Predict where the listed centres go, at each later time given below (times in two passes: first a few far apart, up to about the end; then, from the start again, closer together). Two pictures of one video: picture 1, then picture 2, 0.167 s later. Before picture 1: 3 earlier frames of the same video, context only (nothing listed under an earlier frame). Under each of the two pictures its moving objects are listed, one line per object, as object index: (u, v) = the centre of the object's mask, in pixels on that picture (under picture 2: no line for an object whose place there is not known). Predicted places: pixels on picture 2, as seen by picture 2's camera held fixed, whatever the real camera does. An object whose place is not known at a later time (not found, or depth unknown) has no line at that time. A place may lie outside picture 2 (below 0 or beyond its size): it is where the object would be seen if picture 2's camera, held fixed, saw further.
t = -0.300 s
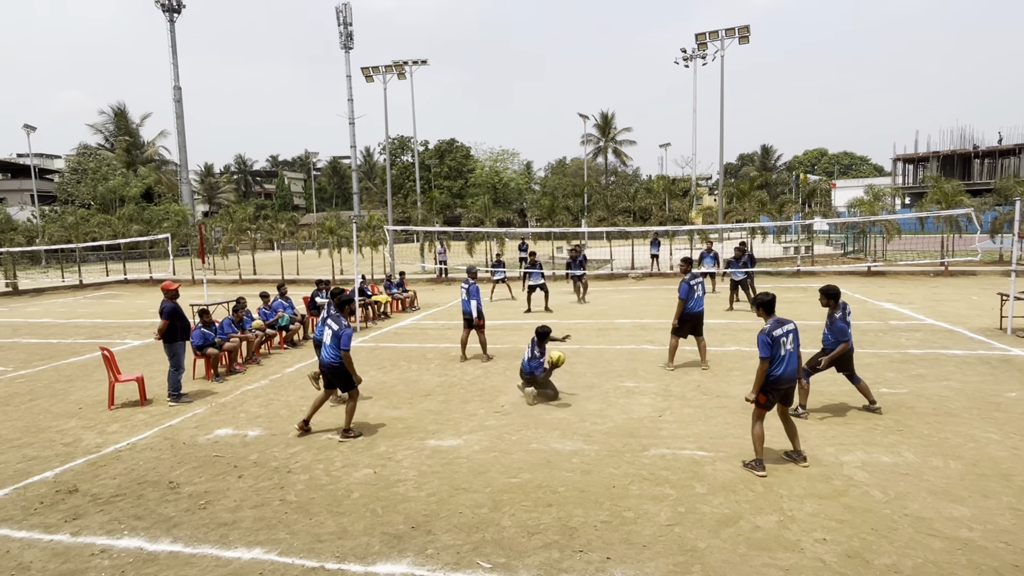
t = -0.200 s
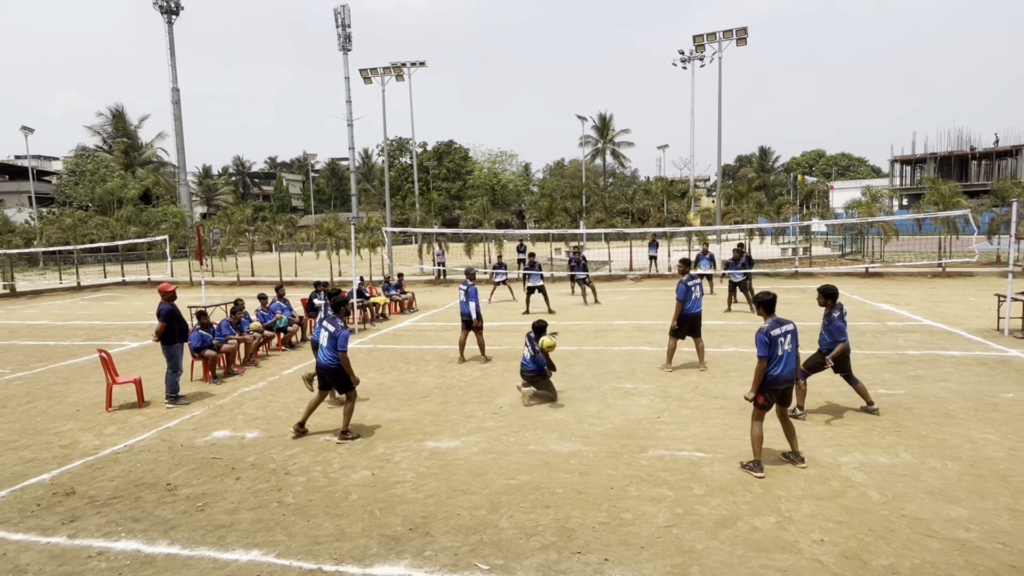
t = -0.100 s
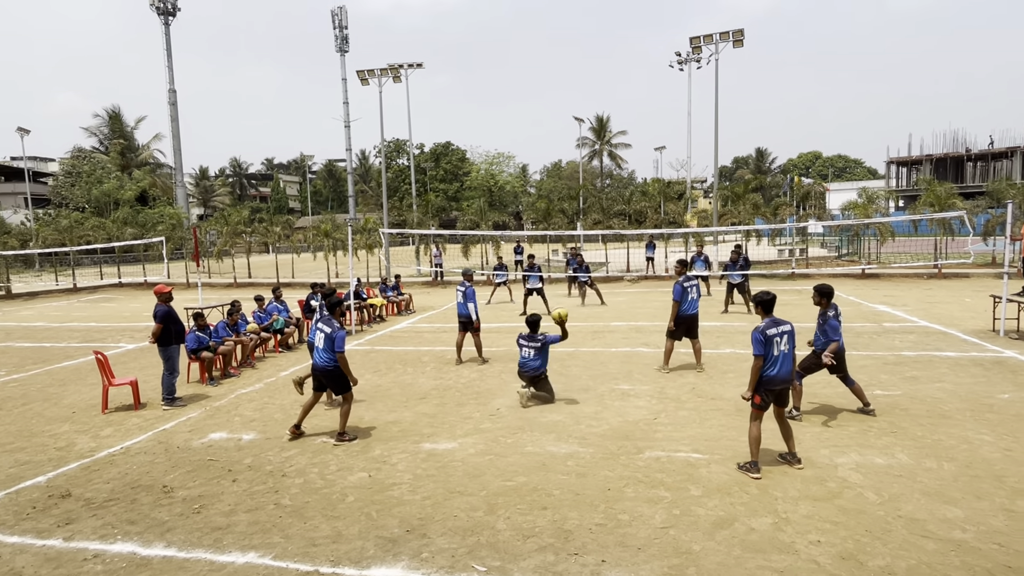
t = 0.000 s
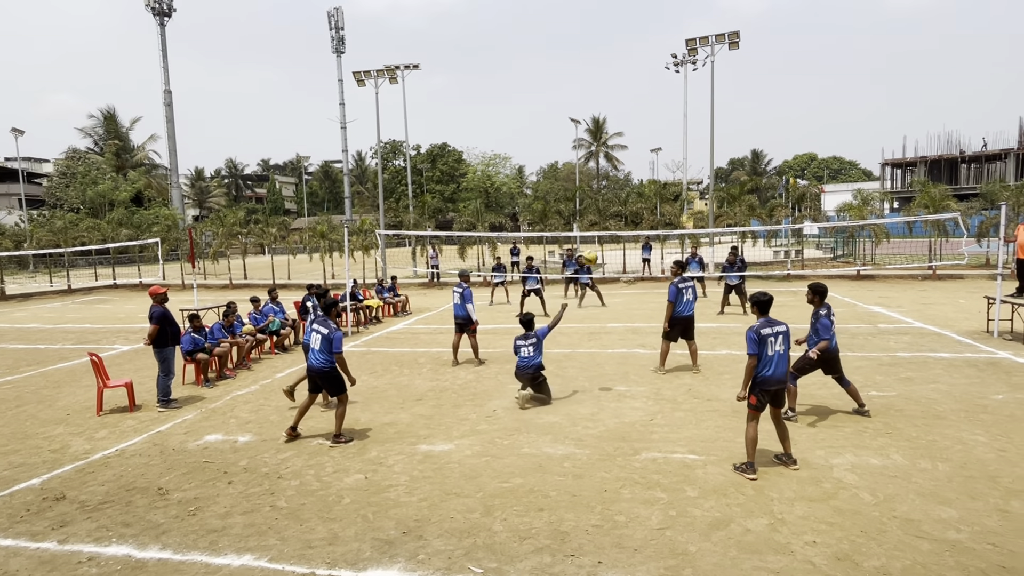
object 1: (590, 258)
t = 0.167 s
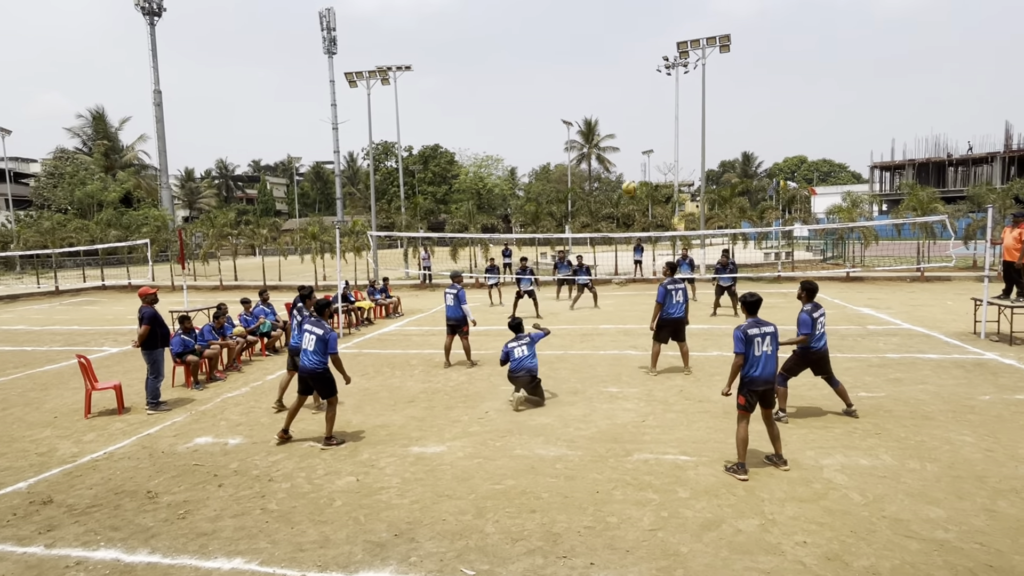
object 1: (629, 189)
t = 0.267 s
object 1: (652, 160)
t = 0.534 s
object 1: (700, 121)
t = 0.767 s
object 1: (730, 122)
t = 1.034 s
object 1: (756, 148)
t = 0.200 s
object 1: (637, 178)
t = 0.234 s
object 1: (645, 169)
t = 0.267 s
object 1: (652, 160)
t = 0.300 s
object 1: (659, 152)
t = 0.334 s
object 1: (666, 145)
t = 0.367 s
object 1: (672, 140)
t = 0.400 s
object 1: (678, 134)
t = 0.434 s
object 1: (684, 131)
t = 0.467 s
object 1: (690, 127)
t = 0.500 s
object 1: (695, 124)
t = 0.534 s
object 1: (700, 121)
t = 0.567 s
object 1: (705, 120)
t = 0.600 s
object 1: (709, 119)
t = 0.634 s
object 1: (714, 118)
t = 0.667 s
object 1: (718, 119)
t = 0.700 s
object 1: (722, 119)
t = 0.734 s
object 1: (726, 120)
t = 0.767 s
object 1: (730, 122)
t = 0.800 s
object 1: (734, 123)
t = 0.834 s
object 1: (737, 126)
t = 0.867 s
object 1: (741, 129)
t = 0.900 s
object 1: (744, 132)
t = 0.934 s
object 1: (747, 136)
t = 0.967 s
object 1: (750, 139)
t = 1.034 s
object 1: (756, 148)
